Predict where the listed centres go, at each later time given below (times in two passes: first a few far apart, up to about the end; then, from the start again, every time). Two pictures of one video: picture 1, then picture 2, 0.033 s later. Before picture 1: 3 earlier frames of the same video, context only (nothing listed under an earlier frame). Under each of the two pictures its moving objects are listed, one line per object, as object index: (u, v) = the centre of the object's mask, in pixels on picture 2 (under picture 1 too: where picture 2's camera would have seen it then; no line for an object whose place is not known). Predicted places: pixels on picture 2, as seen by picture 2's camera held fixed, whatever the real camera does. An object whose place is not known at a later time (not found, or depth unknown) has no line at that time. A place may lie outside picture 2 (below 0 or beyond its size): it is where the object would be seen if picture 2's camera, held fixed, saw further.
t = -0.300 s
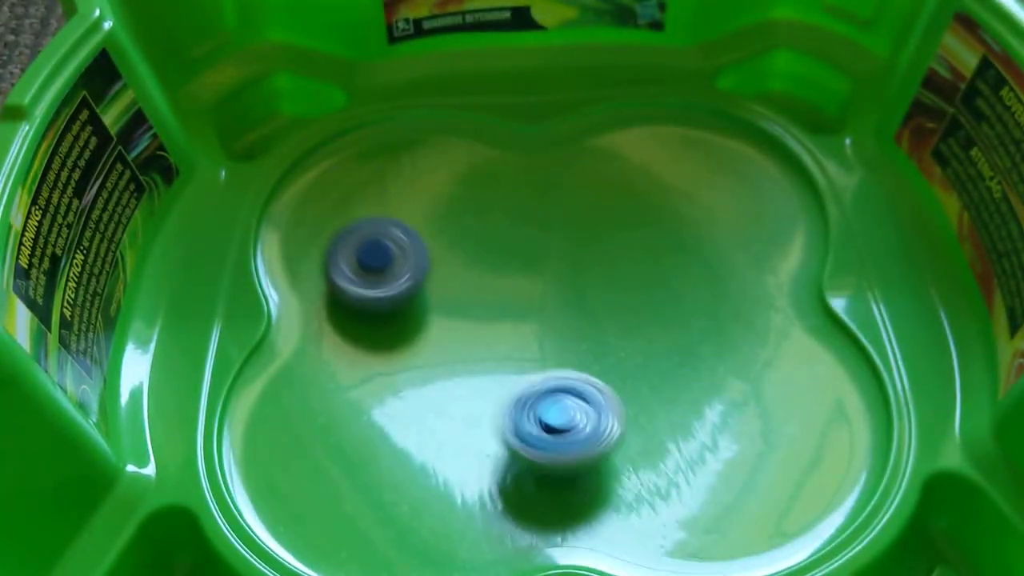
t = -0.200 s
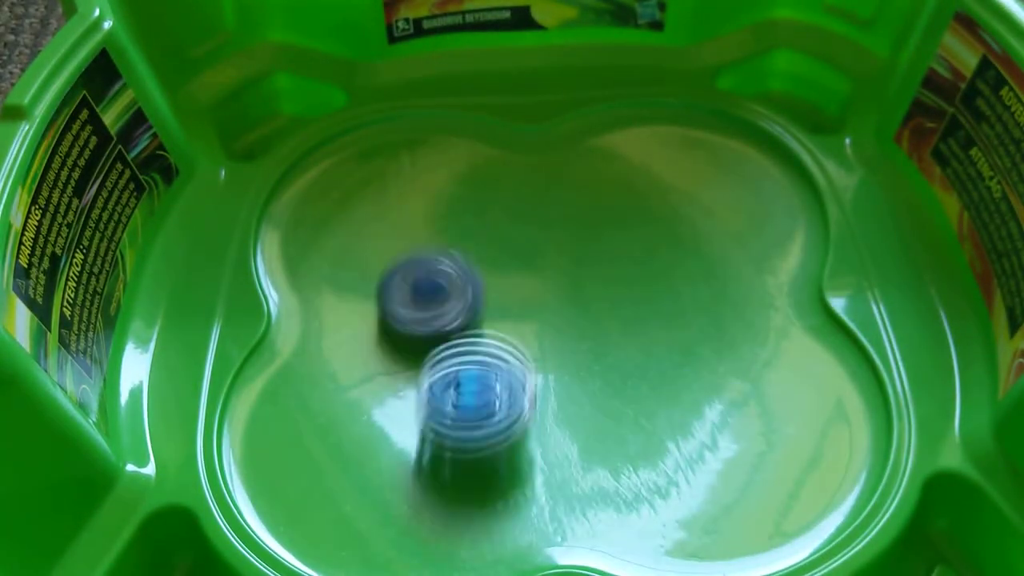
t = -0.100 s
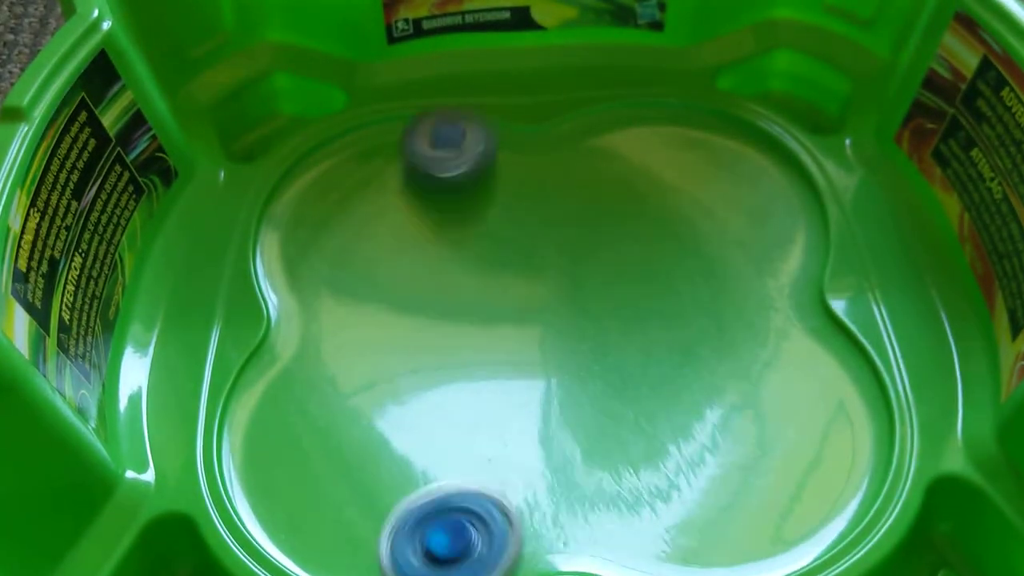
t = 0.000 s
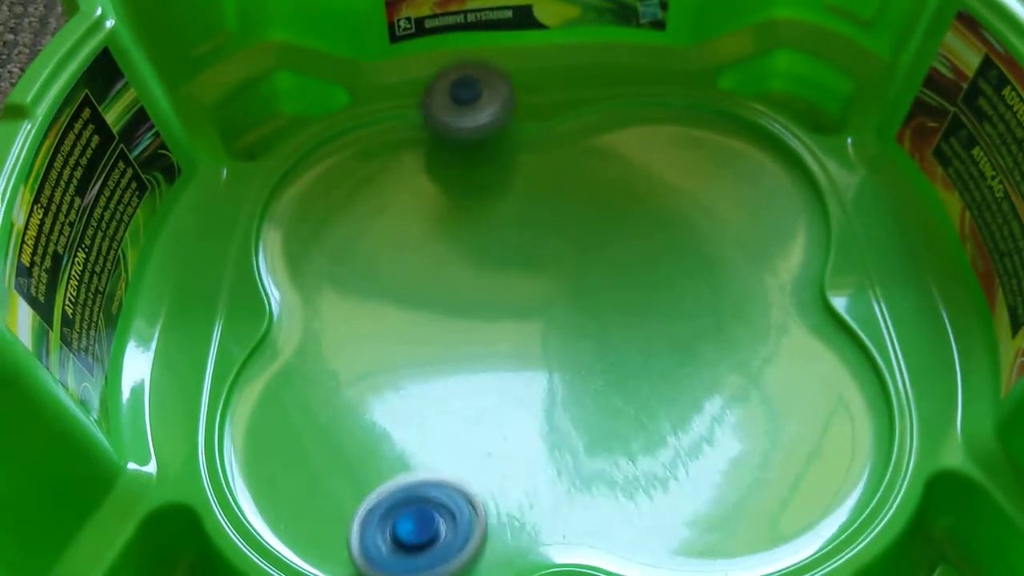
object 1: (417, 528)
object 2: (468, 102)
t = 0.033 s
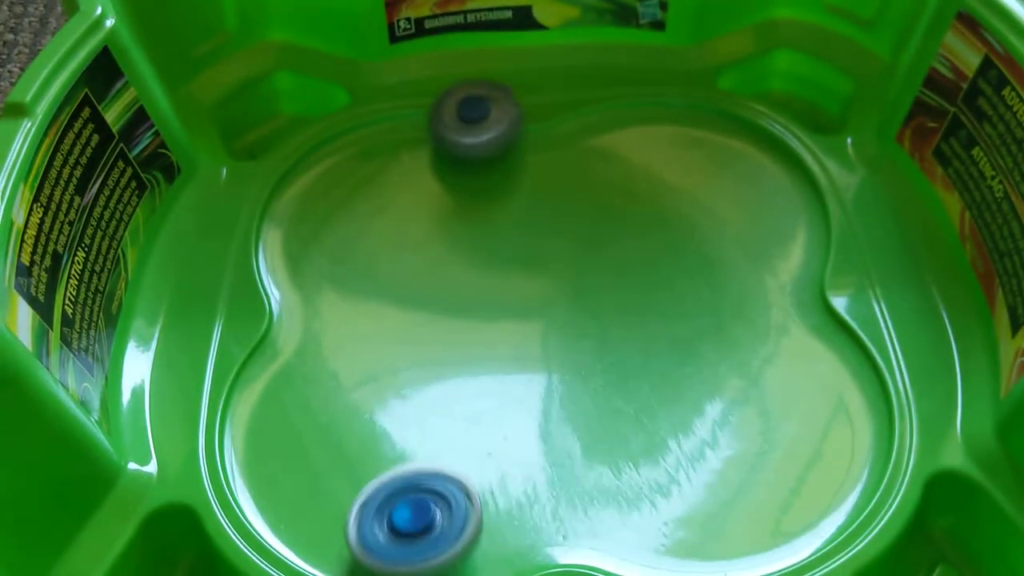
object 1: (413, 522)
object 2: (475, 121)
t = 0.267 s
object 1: (443, 408)
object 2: (554, 230)
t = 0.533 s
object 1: (332, 364)
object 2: (752, 296)
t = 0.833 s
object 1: (201, 431)
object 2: (765, 388)
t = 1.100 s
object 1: (210, 326)
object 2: (474, 419)
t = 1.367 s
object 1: (239, 201)
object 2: (390, 249)
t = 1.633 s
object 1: (241, 204)
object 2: (537, 172)
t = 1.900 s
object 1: (224, 288)
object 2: (683, 294)
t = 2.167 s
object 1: (227, 268)
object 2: (540, 448)
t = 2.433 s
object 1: (241, 218)
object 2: (350, 363)
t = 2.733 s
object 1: (235, 219)
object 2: (453, 221)
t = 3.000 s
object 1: (230, 239)
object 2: (661, 271)
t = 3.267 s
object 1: (230, 262)
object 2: (640, 441)
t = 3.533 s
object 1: (223, 268)
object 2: (419, 436)
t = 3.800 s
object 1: (220, 286)
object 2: (423, 268)
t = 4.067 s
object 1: (368, 326)
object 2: (614, 220)
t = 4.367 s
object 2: (847, 291)
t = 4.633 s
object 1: (283, 500)
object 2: (787, 431)
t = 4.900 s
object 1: (455, 520)
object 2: (590, 404)
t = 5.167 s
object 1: (723, 388)
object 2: (498, 248)
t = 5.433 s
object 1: (707, 220)
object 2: (549, 135)
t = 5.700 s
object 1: (709, 283)
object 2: (447, 232)
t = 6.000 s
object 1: (504, 279)
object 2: (501, 412)
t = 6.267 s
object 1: (380, 345)
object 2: (644, 471)
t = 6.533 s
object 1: (450, 423)
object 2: (631, 451)
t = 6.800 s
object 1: (301, 438)
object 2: (854, 354)
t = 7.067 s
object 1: (382, 455)
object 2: (741, 342)
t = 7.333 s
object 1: (253, 473)
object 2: (753, 213)
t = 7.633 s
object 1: (274, 392)
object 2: (788, 68)
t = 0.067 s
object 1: (412, 507)
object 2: (482, 132)
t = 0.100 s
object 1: (413, 491)
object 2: (490, 145)
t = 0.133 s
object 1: (416, 476)
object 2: (500, 160)
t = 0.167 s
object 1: (420, 461)
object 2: (511, 177)
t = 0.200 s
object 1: (427, 443)
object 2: (526, 194)
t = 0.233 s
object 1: (434, 425)
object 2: (539, 213)
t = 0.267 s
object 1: (443, 408)
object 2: (554, 230)
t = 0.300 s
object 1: (453, 392)
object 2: (567, 248)
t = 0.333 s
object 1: (463, 377)
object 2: (579, 268)
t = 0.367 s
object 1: (474, 363)
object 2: (586, 286)
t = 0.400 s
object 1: (485, 349)
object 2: (590, 303)
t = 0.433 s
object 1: (462, 345)
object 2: (621, 309)
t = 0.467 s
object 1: (415, 350)
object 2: (670, 304)
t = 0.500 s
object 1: (371, 356)
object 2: (714, 297)
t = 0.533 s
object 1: (332, 364)
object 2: (752, 296)
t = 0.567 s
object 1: (293, 374)
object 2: (782, 293)
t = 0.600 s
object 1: (260, 384)
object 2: (807, 294)
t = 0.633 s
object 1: (230, 394)
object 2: (822, 297)
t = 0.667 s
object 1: (213, 399)
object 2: (829, 305)
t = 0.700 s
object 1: (206, 412)
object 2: (829, 317)
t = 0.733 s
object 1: (199, 422)
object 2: (822, 333)
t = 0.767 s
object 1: (201, 429)
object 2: (808, 350)
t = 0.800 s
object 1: (201, 432)
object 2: (789, 369)
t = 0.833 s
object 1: (201, 431)
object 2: (765, 388)
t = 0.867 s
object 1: (200, 429)
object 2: (733, 406)
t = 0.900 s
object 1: (199, 420)
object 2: (699, 418)
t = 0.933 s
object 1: (199, 411)
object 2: (661, 429)
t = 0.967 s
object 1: (200, 398)
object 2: (622, 435)
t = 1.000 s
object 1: (202, 383)
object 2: (584, 440)
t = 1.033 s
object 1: (203, 366)
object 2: (545, 438)
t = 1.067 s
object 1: (206, 346)
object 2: (508, 432)
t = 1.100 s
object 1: (210, 326)
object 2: (474, 419)
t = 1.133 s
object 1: (214, 307)
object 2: (446, 403)
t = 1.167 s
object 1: (224, 285)
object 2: (424, 383)
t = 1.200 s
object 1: (228, 263)
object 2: (407, 362)
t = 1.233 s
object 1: (228, 245)
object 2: (396, 339)
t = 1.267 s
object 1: (232, 230)
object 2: (387, 315)
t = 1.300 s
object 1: (237, 218)
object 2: (384, 291)
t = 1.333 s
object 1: (238, 209)
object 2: (385, 269)
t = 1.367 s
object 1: (239, 201)
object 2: (390, 249)
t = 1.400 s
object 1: (242, 196)
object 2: (398, 230)
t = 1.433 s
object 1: (242, 193)
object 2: (410, 215)
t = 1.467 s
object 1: (243, 191)
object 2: (426, 201)
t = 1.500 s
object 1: (243, 191)
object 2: (445, 190)
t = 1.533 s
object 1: (243, 192)
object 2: (465, 180)
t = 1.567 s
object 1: (243, 195)
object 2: (488, 175)
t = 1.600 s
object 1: (240, 199)
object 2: (512, 173)
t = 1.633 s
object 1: (241, 204)
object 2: (537, 172)
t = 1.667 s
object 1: (241, 211)
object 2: (563, 176)
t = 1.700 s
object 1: (236, 218)
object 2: (588, 183)
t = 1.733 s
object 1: (234, 227)
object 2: (611, 194)
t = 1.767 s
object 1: (235, 238)
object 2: (633, 208)
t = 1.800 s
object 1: (233, 250)
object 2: (652, 224)
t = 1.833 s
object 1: (229, 262)
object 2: (667, 245)
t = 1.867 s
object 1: (225, 275)
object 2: (678, 269)
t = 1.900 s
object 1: (224, 288)
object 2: (683, 294)
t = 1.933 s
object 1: (221, 298)
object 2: (684, 321)
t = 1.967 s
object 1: (218, 305)
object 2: (678, 346)
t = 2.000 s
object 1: (218, 307)
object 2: (667, 371)
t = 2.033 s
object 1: (218, 306)
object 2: (649, 393)
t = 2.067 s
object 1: (220, 300)
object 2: (627, 413)
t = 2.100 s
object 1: (222, 291)
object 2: (601, 428)
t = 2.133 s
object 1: (222, 279)
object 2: (572, 441)
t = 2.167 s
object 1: (227, 268)
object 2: (540, 448)
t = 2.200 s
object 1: (229, 258)
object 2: (508, 453)
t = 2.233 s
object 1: (229, 247)
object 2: (477, 449)
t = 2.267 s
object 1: (232, 240)
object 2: (447, 443)
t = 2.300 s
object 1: (234, 233)
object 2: (420, 433)
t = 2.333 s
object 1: (233, 227)
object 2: (396, 418)
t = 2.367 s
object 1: (238, 223)
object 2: (376, 402)
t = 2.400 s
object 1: (241, 220)
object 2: (361, 383)
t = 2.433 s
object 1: (241, 218)
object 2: (350, 363)
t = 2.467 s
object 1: (238, 215)
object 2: (343, 344)
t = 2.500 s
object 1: (237, 213)
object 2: (341, 322)
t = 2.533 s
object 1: (238, 213)
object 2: (343, 302)
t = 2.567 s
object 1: (236, 212)
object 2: (351, 282)
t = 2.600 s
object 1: (237, 213)
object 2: (363, 265)
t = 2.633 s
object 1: (237, 213)
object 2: (380, 250)
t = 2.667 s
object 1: (237, 215)
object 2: (401, 238)
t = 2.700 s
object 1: (236, 217)
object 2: (426, 228)
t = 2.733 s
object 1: (235, 219)
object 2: (453, 221)
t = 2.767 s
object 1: (235, 221)
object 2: (481, 215)
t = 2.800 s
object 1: (235, 224)
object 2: (510, 214)
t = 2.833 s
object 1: (234, 226)
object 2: (538, 216)
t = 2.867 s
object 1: (233, 228)
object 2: (567, 220)
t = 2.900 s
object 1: (235, 232)
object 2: (594, 228)
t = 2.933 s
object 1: (234, 234)
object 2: (619, 239)
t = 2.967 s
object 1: (231, 237)
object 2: (641, 252)
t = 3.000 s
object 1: (230, 239)
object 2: (661, 271)
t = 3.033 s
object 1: (229, 243)
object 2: (677, 289)
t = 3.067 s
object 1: (228, 245)
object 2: (687, 310)
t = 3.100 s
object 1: (230, 249)
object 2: (693, 333)
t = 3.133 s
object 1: (230, 251)
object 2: (694, 355)
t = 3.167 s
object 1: (228, 254)
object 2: (689, 378)
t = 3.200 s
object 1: (225, 256)
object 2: (677, 401)
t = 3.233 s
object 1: (227, 259)
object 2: (661, 422)
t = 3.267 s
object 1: (230, 262)
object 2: (640, 441)
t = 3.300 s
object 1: (231, 264)
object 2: (615, 456)
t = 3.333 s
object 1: (230, 266)
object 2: (586, 467)
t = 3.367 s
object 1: (227, 267)
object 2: (555, 475)
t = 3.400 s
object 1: (224, 267)
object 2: (523, 478)
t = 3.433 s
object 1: (222, 267)
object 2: (493, 474)
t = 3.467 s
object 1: (224, 268)
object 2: (464, 466)
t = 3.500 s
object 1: (224, 268)
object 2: (439, 453)
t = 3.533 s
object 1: (223, 268)
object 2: (419, 436)
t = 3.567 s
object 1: (221, 267)
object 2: (403, 415)
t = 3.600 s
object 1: (223, 268)
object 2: (392, 394)
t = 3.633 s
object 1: (223, 270)
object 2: (385, 373)
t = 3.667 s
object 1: (221, 271)
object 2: (384, 350)
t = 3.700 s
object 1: (219, 273)
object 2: (388, 327)
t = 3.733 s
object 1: (220, 278)
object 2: (395, 305)
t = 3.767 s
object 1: (219, 282)
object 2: (407, 287)
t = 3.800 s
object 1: (220, 286)
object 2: (423, 268)
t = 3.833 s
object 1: (224, 290)
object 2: (442, 251)
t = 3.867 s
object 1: (232, 293)
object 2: (463, 239)
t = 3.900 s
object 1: (244, 293)
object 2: (487, 228)
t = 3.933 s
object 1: (260, 292)
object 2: (511, 221)
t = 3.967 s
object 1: (281, 303)
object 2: (537, 215)
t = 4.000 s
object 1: (307, 308)
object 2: (564, 213)
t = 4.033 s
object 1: (336, 316)
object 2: (589, 215)
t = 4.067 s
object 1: (368, 326)
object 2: (614, 220)
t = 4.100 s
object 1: (403, 339)
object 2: (638, 227)
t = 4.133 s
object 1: (439, 353)
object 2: (658, 237)
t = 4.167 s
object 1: (480, 368)
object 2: (678, 251)
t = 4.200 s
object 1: (524, 379)
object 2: (696, 267)
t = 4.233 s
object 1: (570, 383)
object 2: (710, 285)
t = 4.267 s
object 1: (615, 381)
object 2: (720, 306)
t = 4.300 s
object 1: (607, 392)
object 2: (757, 311)
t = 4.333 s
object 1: (557, 418)
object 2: (834, 293)
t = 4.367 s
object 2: (847, 291)
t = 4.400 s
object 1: (446, 459)
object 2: (853, 303)
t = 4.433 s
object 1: (402, 471)
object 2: (854, 340)
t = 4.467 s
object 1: (365, 477)
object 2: (850, 357)
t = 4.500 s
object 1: (333, 485)
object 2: (839, 379)
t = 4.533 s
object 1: (311, 489)
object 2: (829, 395)
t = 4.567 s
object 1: (295, 494)
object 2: (817, 409)
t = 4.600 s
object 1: (285, 497)
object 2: (802, 422)
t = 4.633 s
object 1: (283, 500)
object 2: (787, 431)
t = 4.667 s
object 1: (288, 502)
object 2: (769, 436)
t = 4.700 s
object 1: (299, 504)
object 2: (749, 440)
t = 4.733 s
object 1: (315, 505)
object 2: (726, 441)
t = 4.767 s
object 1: (335, 507)
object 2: (701, 439)
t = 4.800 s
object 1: (359, 510)
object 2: (674, 435)
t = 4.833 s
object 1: (387, 513)
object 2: (646, 426)
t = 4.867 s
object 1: (419, 517)
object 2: (617, 417)
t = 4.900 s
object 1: (455, 520)
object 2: (590, 404)
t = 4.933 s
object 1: (494, 519)
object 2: (564, 388)
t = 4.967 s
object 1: (536, 513)
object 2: (542, 371)
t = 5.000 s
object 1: (581, 506)
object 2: (523, 351)
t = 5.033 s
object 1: (619, 490)
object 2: (508, 329)
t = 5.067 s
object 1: (655, 470)
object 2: (499, 308)
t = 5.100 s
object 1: (685, 446)
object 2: (495, 286)
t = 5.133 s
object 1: (708, 417)
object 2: (495, 266)
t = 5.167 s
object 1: (723, 388)
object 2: (498, 248)
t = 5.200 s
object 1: (732, 357)
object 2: (504, 232)
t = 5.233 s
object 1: (735, 326)
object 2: (514, 218)
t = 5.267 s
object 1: (731, 294)
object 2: (526, 204)
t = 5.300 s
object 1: (721, 266)
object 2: (539, 194)
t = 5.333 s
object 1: (706, 241)
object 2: (554, 185)
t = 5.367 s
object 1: (686, 217)
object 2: (570, 179)
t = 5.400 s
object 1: (684, 210)
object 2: (570, 165)
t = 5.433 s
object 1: (707, 220)
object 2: (549, 135)
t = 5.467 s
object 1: (724, 232)
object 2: (528, 112)
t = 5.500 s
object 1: (736, 245)
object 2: (513, 117)
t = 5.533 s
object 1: (743, 255)
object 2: (497, 137)
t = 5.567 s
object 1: (745, 264)
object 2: (483, 154)
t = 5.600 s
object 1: (742, 271)
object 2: (471, 171)
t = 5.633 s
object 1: (734, 275)
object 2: (461, 189)
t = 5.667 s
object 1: (723, 280)
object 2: (453, 209)
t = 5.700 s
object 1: (709, 283)
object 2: (447, 232)
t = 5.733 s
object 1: (693, 282)
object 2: (444, 256)
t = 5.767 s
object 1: (675, 279)
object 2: (443, 280)
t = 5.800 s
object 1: (655, 276)
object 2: (446, 304)
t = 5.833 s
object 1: (634, 270)
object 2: (451, 330)
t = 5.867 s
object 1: (609, 265)
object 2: (459, 352)
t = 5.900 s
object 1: (583, 263)
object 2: (468, 372)
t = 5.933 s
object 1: (555, 264)
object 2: (479, 389)
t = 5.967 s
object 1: (529, 271)
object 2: (490, 402)
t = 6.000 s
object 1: (504, 279)
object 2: (501, 412)
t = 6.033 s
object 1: (483, 292)
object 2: (511, 419)
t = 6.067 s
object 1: (466, 308)
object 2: (520, 423)
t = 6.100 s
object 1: (453, 325)
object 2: (528, 423)
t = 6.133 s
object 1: (446, 345)
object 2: (537, 423)
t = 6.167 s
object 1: (422, 344)
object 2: (568, 440)
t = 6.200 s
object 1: (403, 343)
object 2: (598, 453)
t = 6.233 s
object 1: (390, 343)
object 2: (623, 463)
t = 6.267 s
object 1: (380, 345)
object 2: (644, 471)
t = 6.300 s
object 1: (375, 349)
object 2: (661, 474)
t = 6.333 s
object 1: (375, 355)
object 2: (672, 476)
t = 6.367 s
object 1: (378, 363)
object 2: (677, 475)
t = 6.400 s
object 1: (385, 372)
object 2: (677, 473)
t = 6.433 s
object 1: (396, 383)
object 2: (671, 470)
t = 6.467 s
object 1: (409, 395)
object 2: (661, 465)
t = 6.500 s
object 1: (427, 409)
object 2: (647, 459)
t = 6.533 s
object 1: (450, 423)
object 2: (631, 451)
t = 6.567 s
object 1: (479, 439)
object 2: (613, 444)
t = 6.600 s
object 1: (446, 443)
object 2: (655, 433)
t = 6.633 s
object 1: (402, 441)
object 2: (704, 420)
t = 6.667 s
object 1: (368, 439)
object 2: (748, 407)
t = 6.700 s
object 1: (342, 439)
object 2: (783, 391)
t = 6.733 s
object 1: (323, 437)
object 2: (813, 377)
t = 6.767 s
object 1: (309, 438)
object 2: (836, 364)
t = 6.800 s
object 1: (301, 438)
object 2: (854, 354)
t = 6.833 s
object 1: (297, 440)
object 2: (865, 342)
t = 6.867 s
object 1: (297, 443)
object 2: (861, 336)
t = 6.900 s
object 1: (300, 448)
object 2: (849, 334)
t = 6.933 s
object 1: (308, 453)
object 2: (831, 333)
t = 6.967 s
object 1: (319, 456)
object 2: (812, 333)
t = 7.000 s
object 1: (336, 459)
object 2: (791, 335)
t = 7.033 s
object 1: (358, 459)
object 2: (767, 338)
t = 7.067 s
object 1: (382, 455)
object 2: (741, 342)
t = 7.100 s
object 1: (410, 447)
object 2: (713, 345)
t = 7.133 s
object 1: (439, 438)
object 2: (686, 349)
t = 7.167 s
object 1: (467, 424)
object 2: (657, 353)
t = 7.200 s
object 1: (496, 405)
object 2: (629, 357)
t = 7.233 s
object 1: (474, 403)
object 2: (630, 340)
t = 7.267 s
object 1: (390, 432)
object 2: (678, 295)
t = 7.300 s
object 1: (318, 457)
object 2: (718, 252)
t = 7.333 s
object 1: (253, 473)
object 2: (753, 213)
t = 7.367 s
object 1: (230, 447)
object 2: (783, 178)
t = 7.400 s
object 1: (214, 435)
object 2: (804, 139)
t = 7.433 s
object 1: (205, 441)
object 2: (807, 112)
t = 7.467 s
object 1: (205, 444)
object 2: (805, 105)
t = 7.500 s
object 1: (209, 434)
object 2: (805, 98)
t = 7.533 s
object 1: (213, 422)
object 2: (806, 98)
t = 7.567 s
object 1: (221, 411)
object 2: (809, 94)
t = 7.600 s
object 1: (244, 405)
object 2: (797, 82)
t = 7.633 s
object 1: (274, 392)
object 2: (788, 68)
